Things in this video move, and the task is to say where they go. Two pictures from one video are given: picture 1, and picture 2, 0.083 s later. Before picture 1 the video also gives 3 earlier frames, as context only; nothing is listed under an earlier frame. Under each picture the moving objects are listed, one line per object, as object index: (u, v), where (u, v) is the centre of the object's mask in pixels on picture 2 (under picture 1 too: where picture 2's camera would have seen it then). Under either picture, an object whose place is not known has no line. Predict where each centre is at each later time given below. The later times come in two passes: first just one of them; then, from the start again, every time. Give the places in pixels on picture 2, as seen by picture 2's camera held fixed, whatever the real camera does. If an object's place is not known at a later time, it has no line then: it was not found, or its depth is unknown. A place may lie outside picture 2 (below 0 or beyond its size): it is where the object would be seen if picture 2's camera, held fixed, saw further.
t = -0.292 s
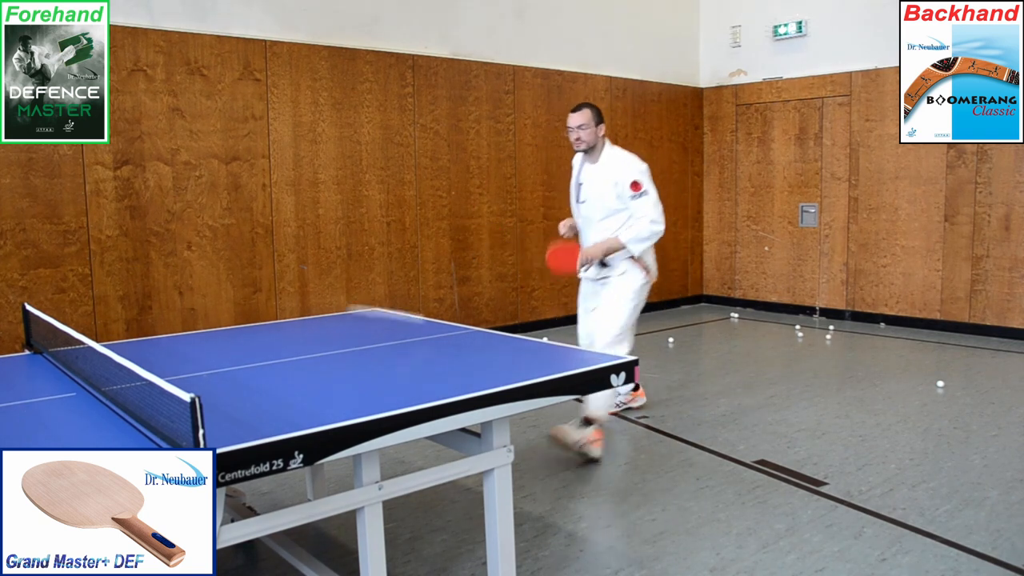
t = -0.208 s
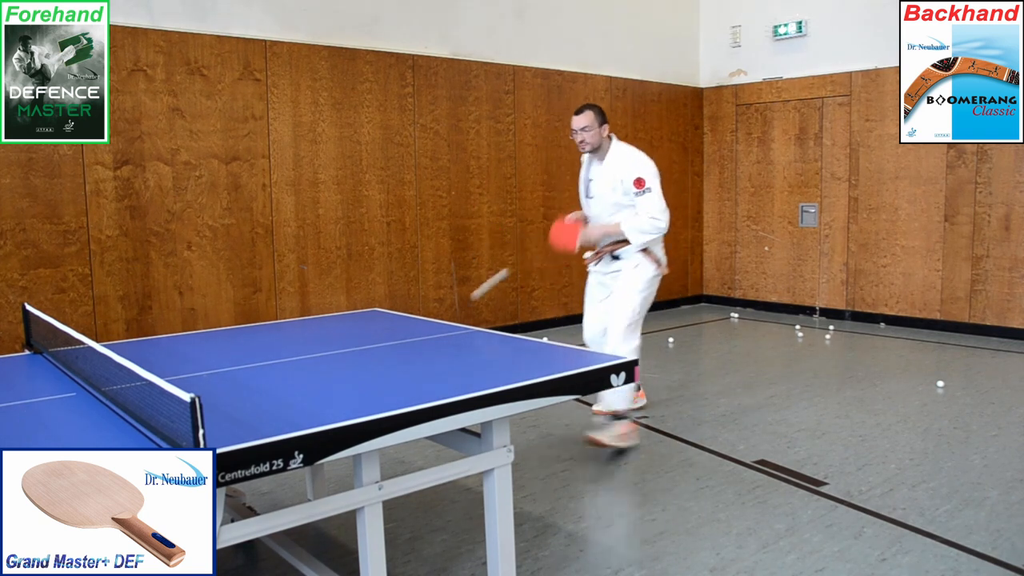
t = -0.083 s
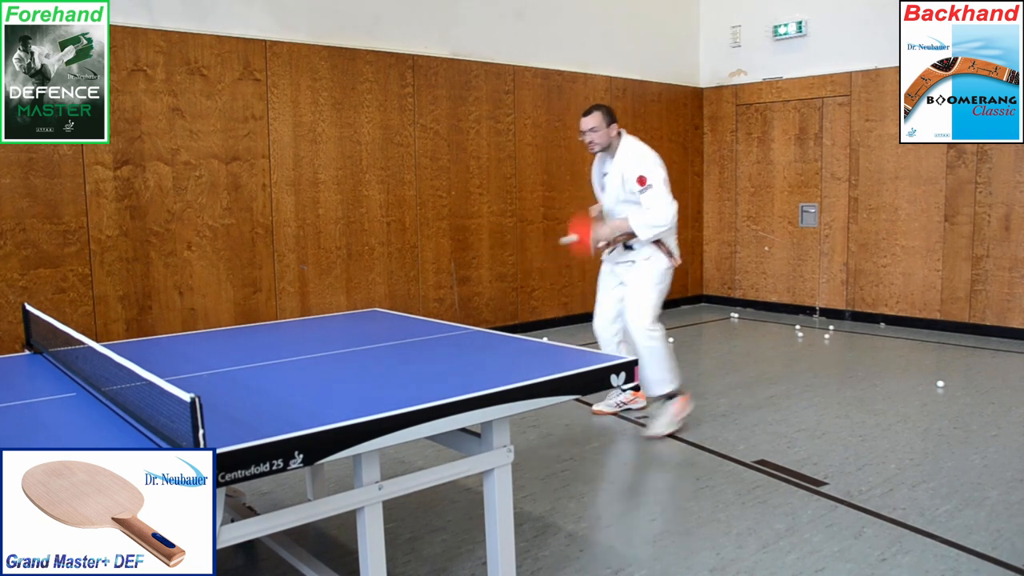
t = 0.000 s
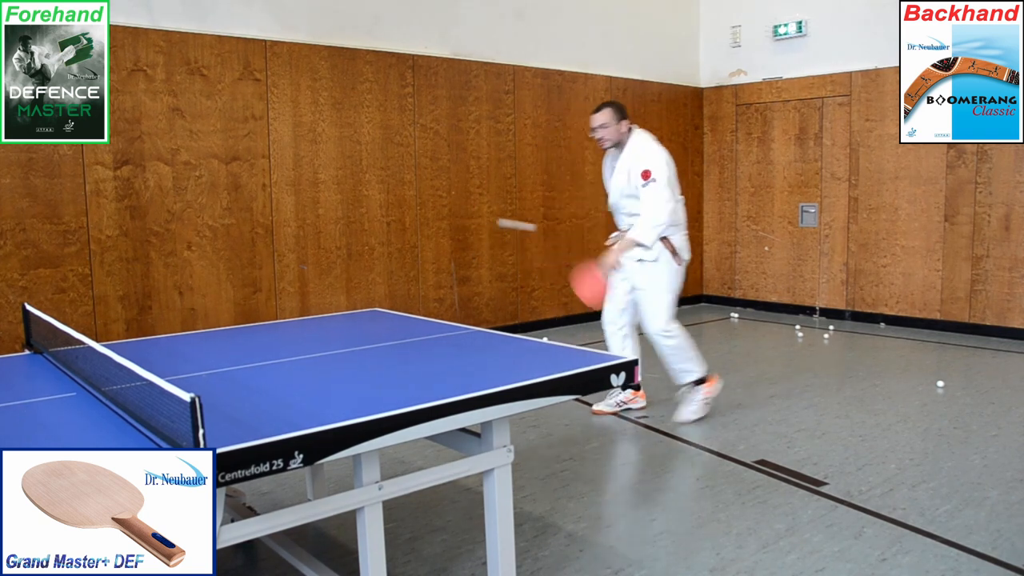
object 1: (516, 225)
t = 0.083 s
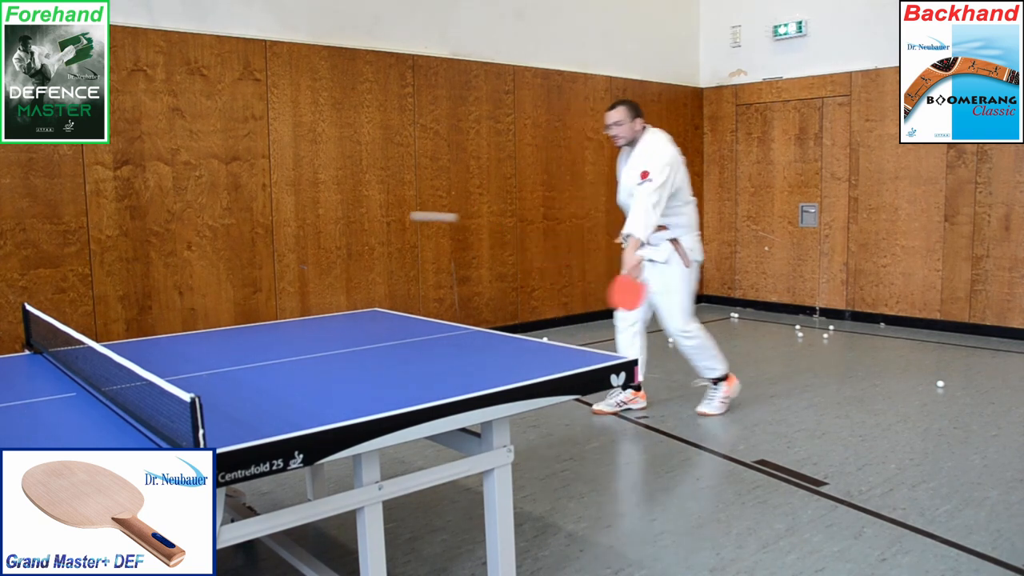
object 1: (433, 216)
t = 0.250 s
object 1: (200, 239)
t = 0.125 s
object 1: (385, 216)
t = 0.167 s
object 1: (330, 219)
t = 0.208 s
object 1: (268, 226)
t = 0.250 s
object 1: (200, 239)
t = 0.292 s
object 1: (122, 258)
